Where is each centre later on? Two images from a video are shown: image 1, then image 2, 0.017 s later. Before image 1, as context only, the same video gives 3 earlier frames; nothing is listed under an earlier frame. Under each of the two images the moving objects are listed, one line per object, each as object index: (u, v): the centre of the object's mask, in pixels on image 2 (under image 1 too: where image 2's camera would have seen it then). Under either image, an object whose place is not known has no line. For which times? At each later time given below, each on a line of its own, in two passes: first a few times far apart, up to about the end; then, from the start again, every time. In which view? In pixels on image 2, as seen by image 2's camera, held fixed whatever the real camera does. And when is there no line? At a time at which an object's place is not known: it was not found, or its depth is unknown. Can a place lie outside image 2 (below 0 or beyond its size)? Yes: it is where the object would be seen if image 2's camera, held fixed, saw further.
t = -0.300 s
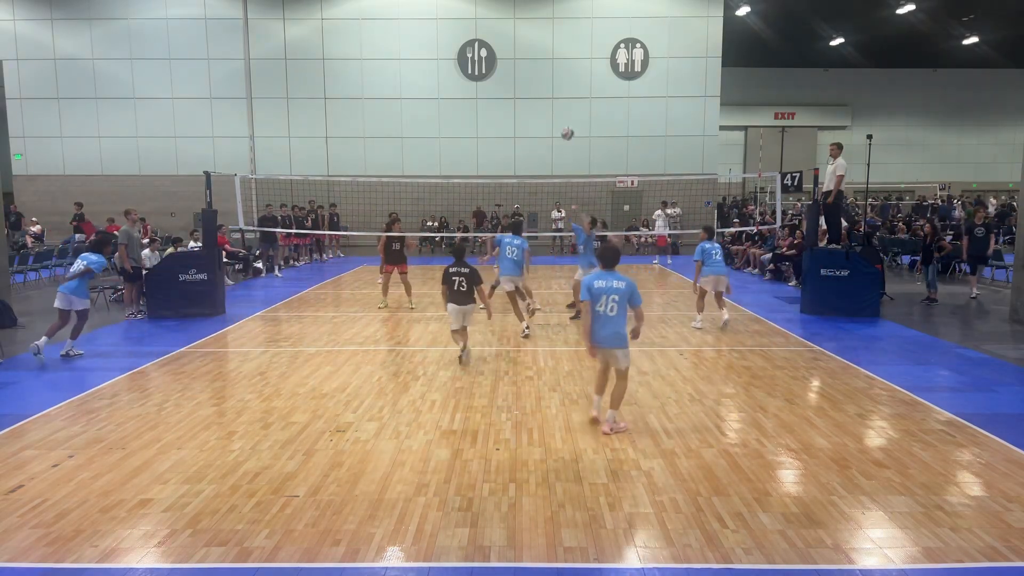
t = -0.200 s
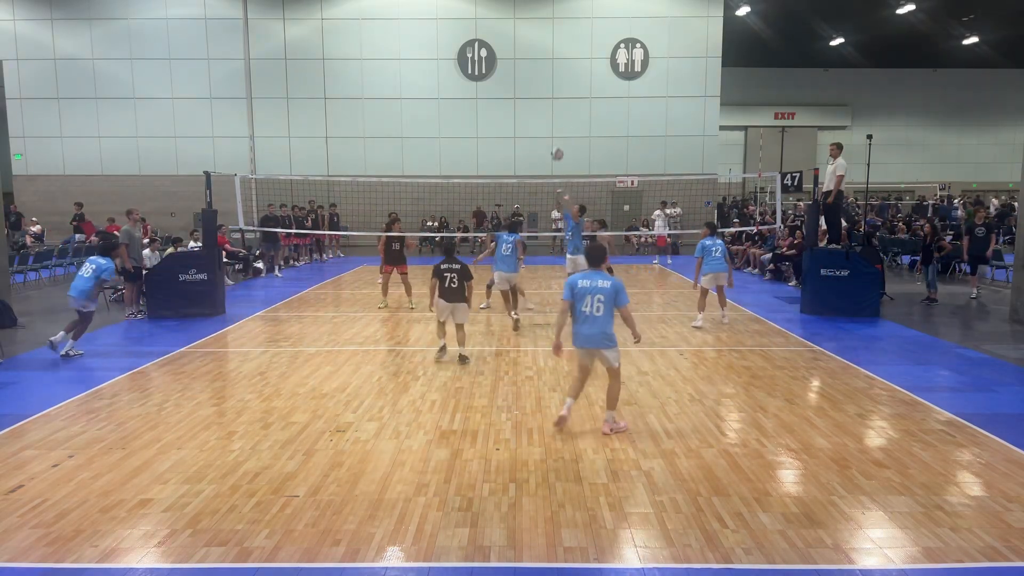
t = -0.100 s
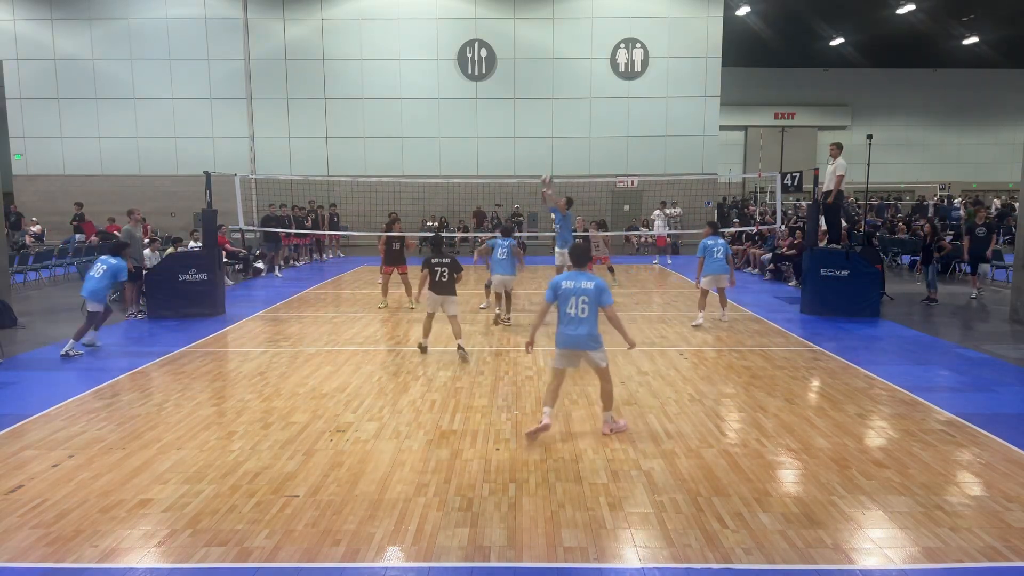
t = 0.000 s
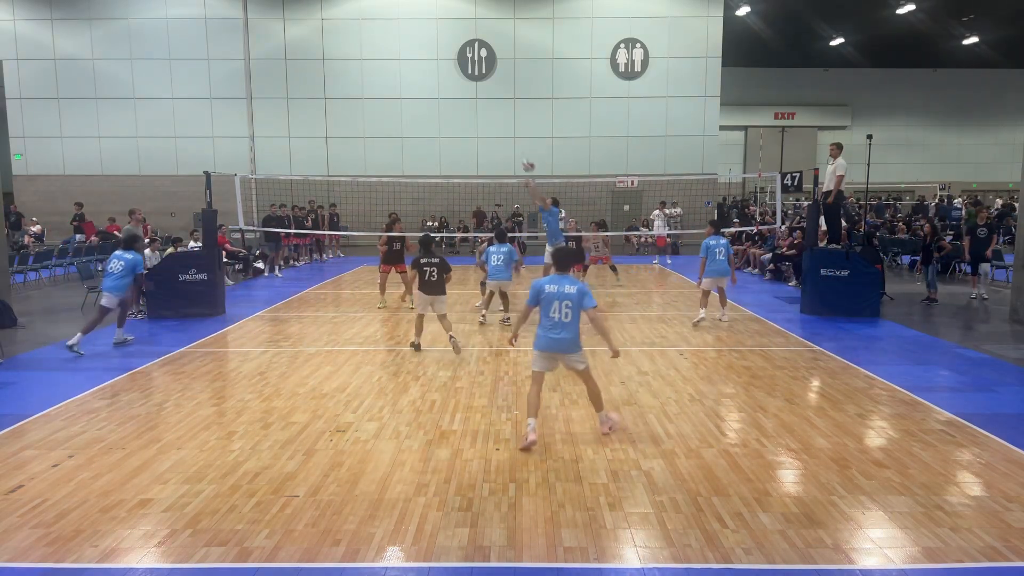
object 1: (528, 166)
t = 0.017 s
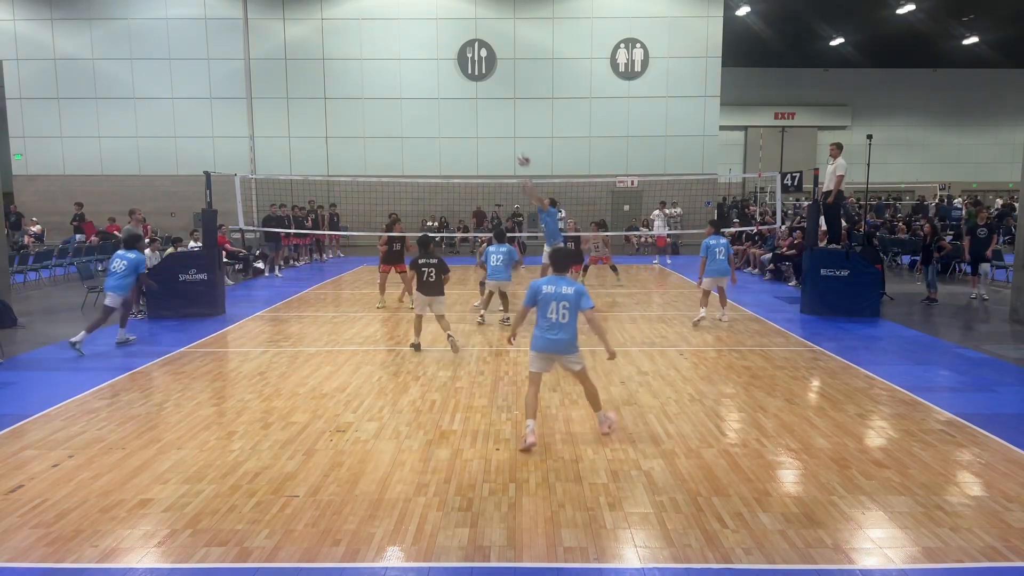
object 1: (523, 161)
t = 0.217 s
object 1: (470, 107)
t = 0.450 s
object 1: (408, 75)
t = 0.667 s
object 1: (354, 76)
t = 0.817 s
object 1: (319, 94)
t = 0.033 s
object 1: (519, 155)
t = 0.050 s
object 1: (514, 150)
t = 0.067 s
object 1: (509, 145)
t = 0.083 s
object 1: (505, 139)
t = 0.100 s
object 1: (501, 134)
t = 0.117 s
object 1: (497, 130)
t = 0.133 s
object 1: (492, 126)
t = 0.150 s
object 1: (487, 121)
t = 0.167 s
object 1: (483, 118)
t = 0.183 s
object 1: (479, 114)
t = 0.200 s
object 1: (474, 110)
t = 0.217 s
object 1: (470, 107)
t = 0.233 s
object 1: (465, 103)
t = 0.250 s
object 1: (461, 100)
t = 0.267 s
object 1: (456, 97)
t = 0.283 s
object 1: (452, 94)
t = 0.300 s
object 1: (447, 91)
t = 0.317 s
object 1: (443, 88)
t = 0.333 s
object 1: (439, 87)
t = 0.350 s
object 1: (434, 84)
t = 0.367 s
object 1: (430, 82)
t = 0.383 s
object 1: (425, 80)
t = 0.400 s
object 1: (421, 79)
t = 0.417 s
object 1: (417, 77)
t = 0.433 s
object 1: (412, 76)
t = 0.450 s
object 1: (408, 75)
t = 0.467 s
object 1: (404, 74)
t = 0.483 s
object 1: (399, 73)
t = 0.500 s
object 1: (395, 73)
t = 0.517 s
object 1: (391, 72)
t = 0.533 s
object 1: (387, 72)
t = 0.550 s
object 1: (383, 72)
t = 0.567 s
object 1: (379, 72)
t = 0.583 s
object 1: (375, 72)
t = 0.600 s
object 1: (370, 73)
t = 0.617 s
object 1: (366, 74)
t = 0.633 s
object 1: (362, 74)
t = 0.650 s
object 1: (358, 75)
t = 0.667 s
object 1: (354, 76)
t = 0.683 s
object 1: (350, 78)
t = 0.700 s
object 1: (346, 79)
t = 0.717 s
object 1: (342, 81)
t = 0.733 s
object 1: (338, 83)
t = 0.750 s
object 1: (334, 84)
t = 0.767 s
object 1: (331, 87)
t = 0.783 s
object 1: (327, 89)
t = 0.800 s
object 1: (322, 92)
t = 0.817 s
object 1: (319, 94)
